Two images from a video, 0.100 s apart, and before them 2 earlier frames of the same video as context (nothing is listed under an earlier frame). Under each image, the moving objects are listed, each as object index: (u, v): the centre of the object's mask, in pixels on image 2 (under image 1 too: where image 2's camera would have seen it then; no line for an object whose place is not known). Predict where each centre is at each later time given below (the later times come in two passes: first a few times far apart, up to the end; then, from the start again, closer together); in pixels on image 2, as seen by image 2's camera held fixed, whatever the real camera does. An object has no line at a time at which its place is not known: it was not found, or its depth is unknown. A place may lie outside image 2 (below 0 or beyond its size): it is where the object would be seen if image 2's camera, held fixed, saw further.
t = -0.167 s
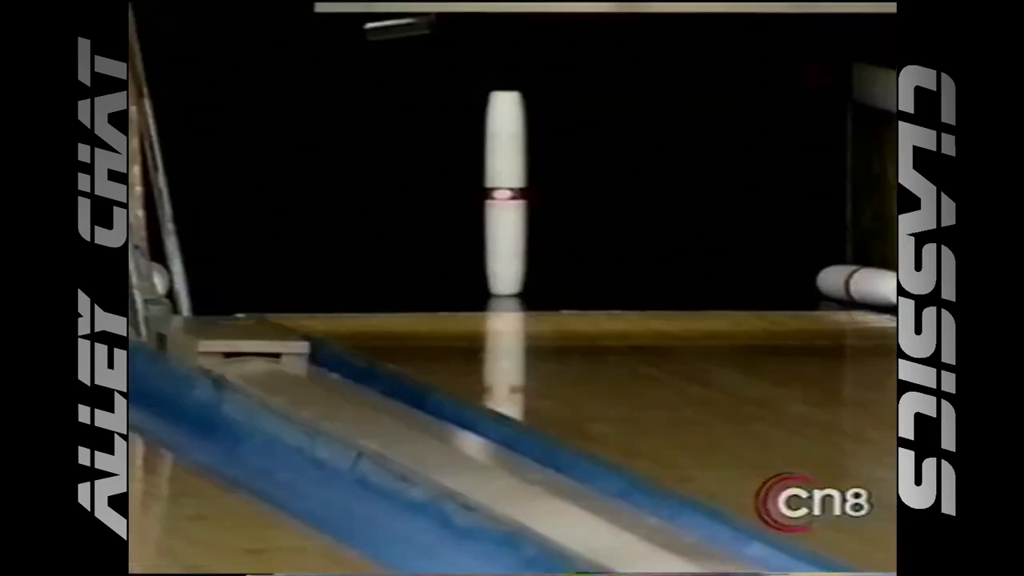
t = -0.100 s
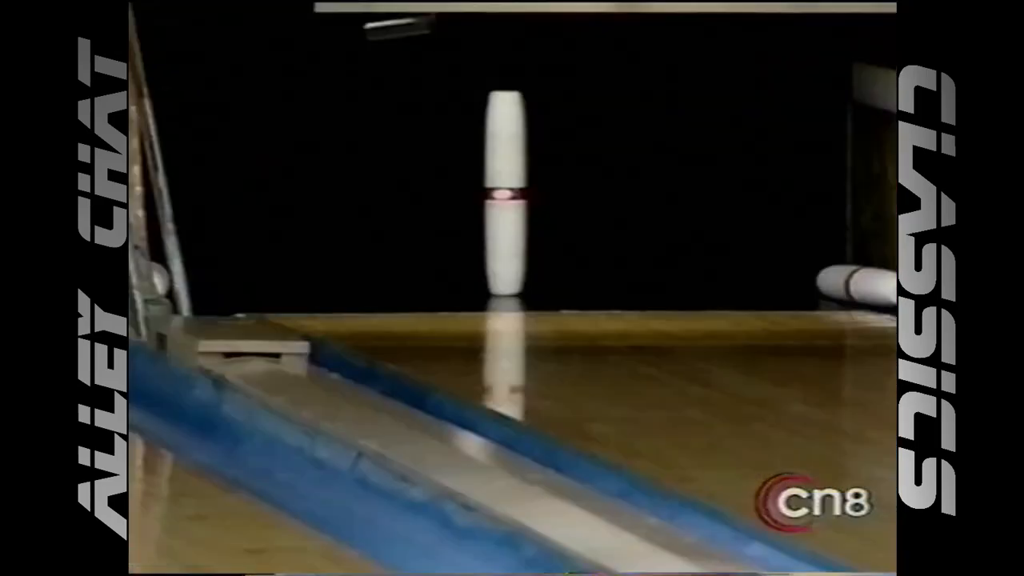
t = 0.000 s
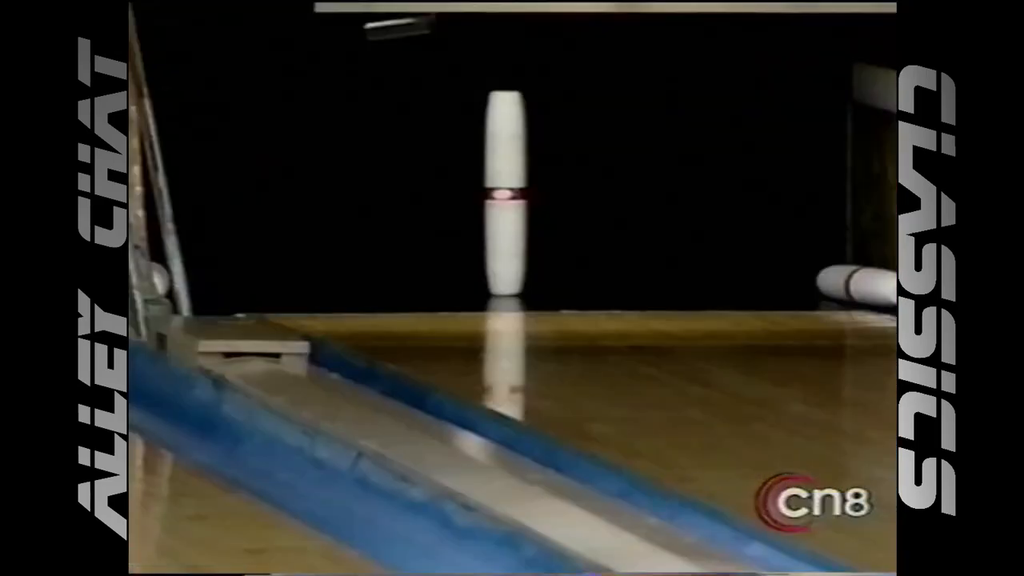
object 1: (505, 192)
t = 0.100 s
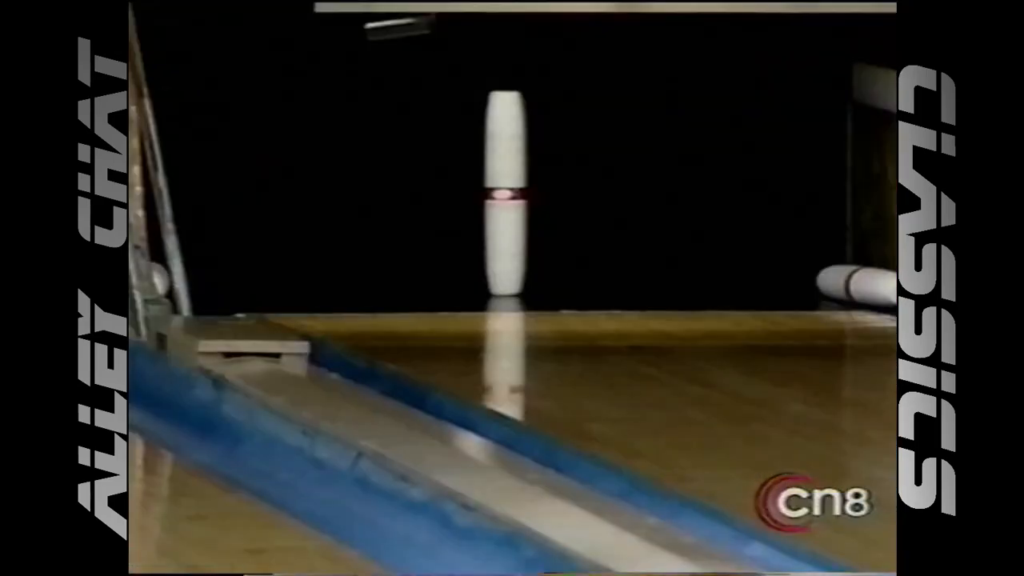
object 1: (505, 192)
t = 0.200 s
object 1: (505, 192)
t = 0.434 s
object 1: (505, 193)
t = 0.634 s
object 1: (526, 158)
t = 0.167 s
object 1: (505, 193)
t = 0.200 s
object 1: (505, 192)
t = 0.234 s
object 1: (504, 193)
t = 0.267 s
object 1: (505, 192)
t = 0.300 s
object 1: (505, 192)
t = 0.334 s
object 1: (505, 192)
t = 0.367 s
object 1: (505, 192)
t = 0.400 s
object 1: (505, 192)
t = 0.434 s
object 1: (505, 193)
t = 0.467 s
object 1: (505, 192)
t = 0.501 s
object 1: (505, 192)
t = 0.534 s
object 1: (505, 192)
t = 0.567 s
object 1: (504, 180)
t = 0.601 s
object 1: (515, 163)
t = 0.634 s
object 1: (526, 158)
